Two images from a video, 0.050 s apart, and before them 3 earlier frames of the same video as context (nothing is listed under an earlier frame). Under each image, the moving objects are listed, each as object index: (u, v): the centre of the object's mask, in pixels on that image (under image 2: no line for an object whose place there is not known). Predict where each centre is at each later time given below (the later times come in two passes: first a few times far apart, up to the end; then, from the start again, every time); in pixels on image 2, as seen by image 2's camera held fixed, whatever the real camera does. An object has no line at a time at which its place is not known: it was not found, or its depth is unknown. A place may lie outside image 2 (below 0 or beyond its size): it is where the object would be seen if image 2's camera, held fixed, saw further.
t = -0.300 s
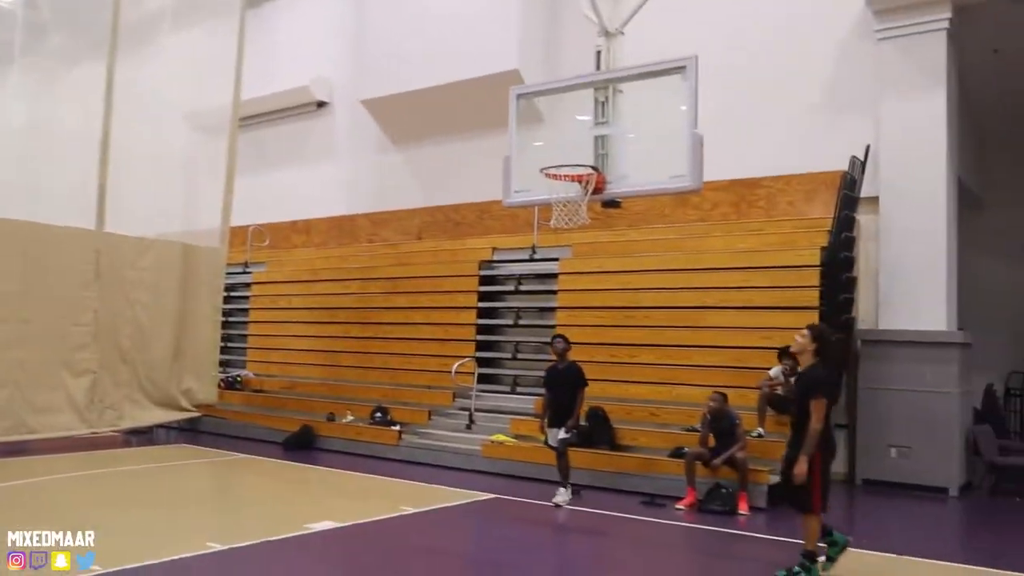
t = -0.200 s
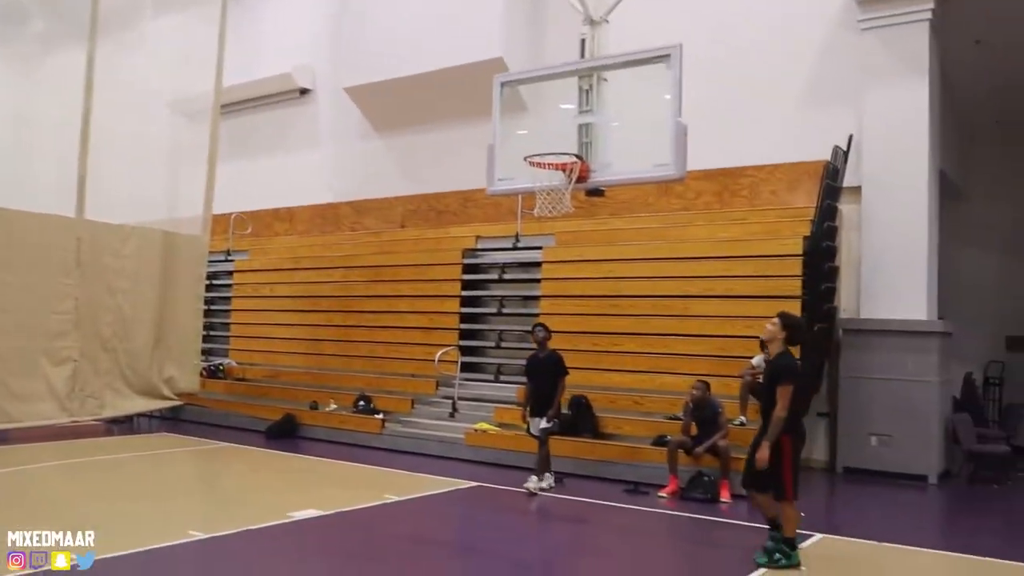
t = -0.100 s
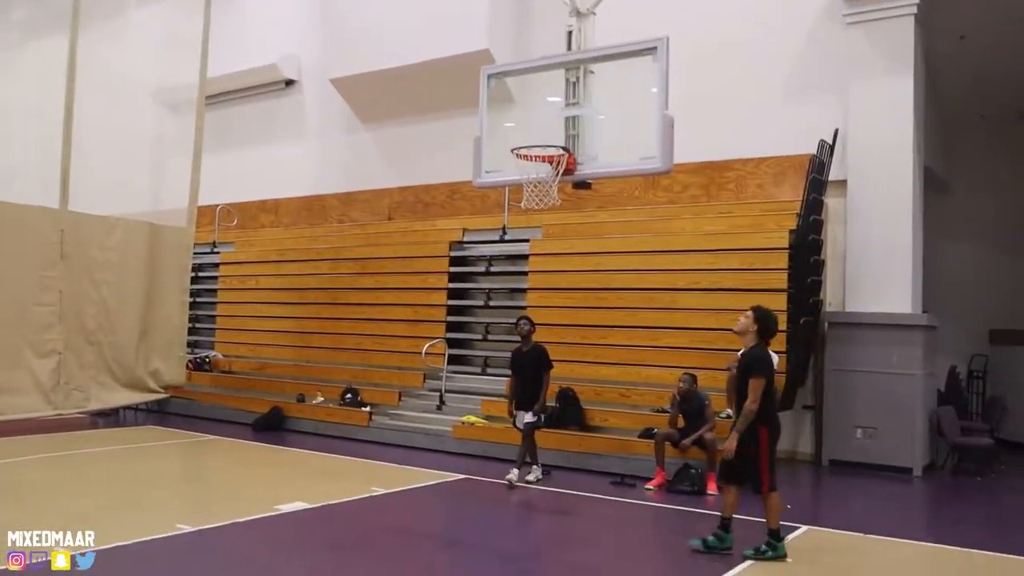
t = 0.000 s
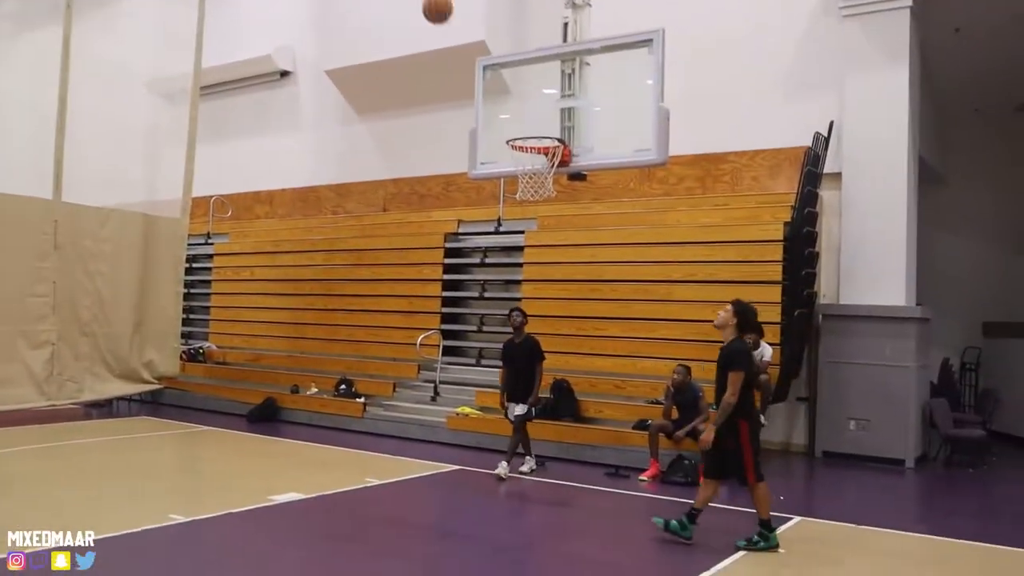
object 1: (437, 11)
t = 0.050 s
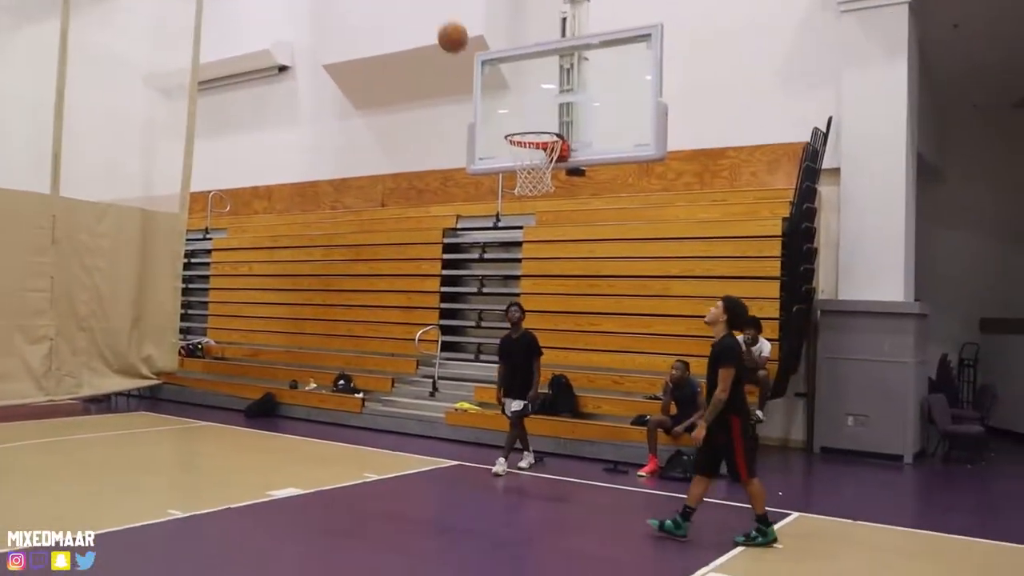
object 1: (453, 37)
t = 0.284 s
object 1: (452, 181)
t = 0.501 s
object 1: (368, 308)
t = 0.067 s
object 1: (458, 49)
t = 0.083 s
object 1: (463, 62)
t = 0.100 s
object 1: (468, 73)
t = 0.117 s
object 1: (474, 85)
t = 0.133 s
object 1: (478, 98)
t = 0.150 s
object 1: (484, 111)
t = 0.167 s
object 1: (489, 124)
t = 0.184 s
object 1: (493, 135)
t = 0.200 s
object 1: (488, 142)
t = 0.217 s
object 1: (480, 149)
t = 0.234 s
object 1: (474, 157)
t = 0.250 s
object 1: (466, 165)
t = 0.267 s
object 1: (459, 173)
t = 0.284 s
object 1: (452, 181)
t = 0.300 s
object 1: (445, 190)
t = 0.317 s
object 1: (438, 198)
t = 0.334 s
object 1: (432, 207)
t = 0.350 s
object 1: (426, 217)
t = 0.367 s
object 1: (419, 227)
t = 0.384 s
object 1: (411, 236)
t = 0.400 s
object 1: (404, 246)
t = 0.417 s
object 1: (399, 256)
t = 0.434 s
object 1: (392, 266)
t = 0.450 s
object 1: (386, 276)
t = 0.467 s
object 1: (380, 288)
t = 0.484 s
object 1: (374, 298)
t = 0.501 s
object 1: (368, 308)
